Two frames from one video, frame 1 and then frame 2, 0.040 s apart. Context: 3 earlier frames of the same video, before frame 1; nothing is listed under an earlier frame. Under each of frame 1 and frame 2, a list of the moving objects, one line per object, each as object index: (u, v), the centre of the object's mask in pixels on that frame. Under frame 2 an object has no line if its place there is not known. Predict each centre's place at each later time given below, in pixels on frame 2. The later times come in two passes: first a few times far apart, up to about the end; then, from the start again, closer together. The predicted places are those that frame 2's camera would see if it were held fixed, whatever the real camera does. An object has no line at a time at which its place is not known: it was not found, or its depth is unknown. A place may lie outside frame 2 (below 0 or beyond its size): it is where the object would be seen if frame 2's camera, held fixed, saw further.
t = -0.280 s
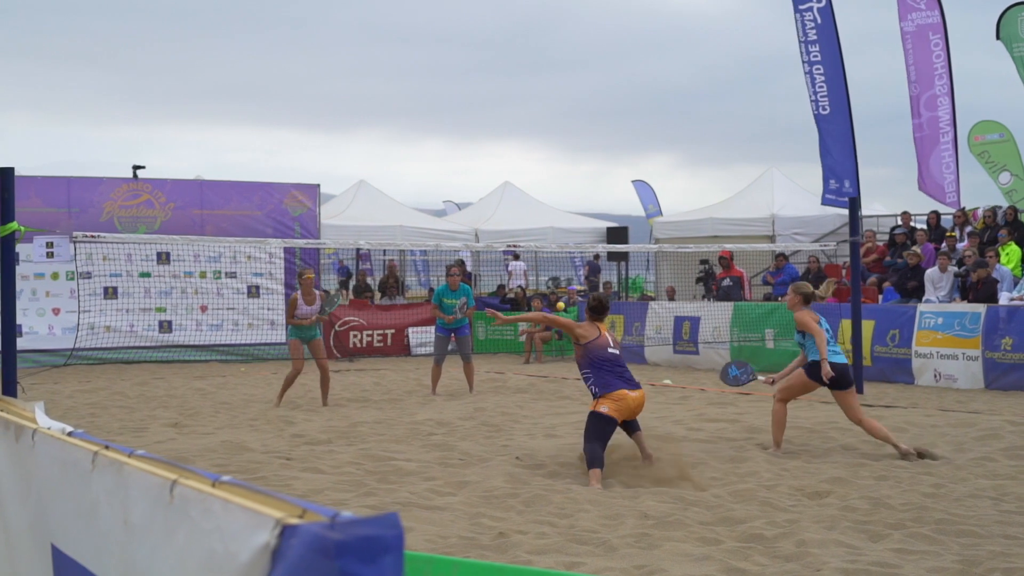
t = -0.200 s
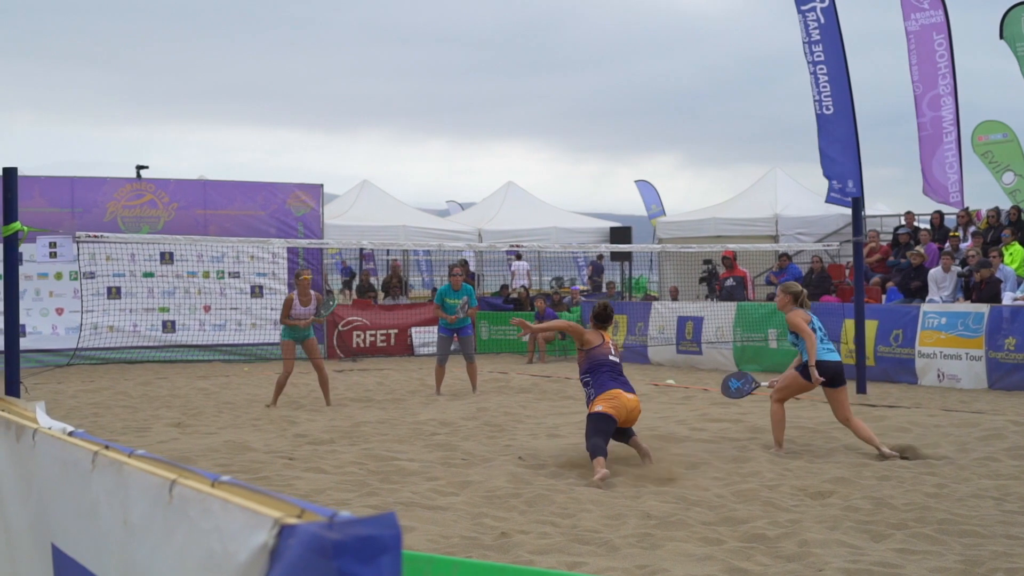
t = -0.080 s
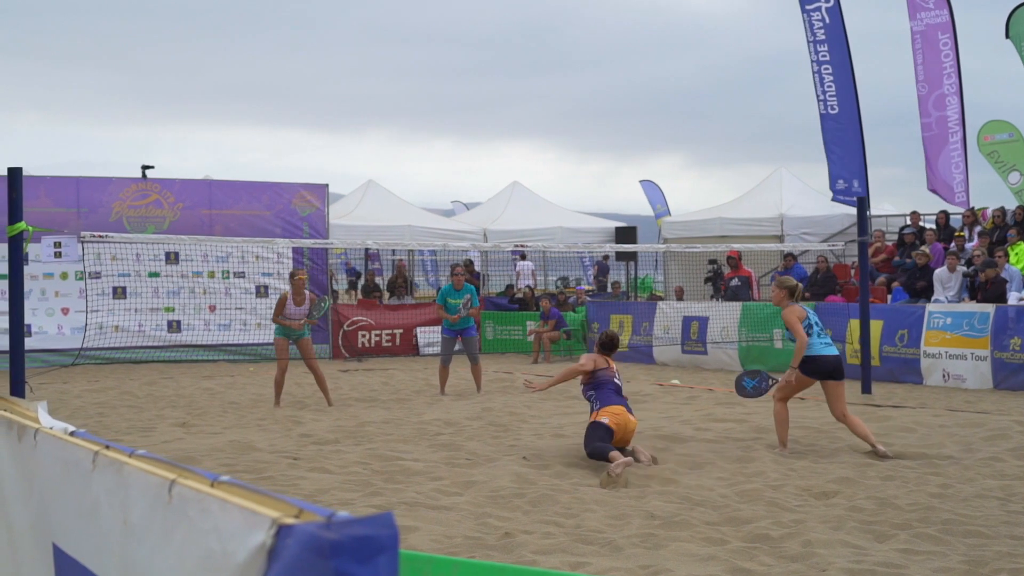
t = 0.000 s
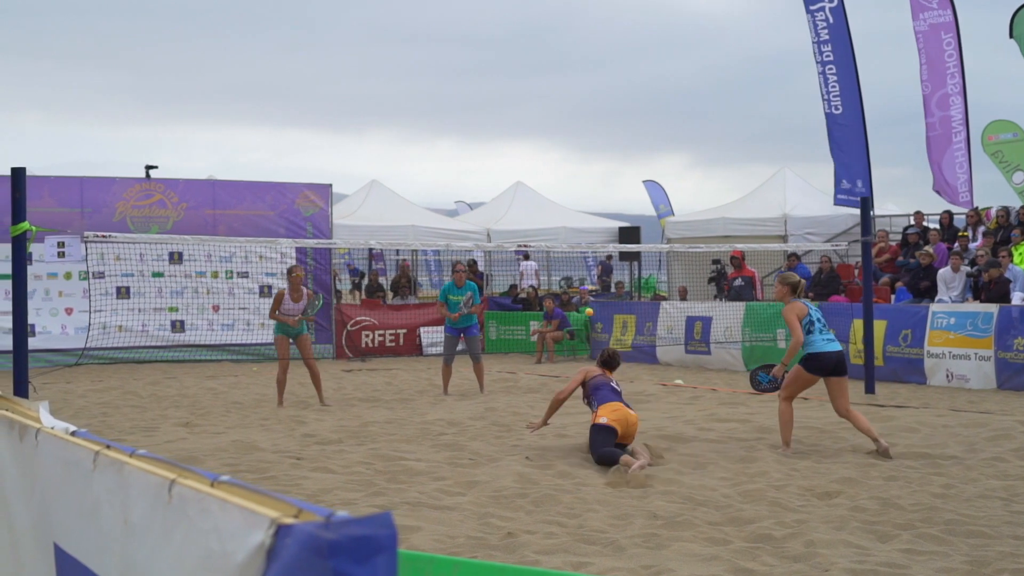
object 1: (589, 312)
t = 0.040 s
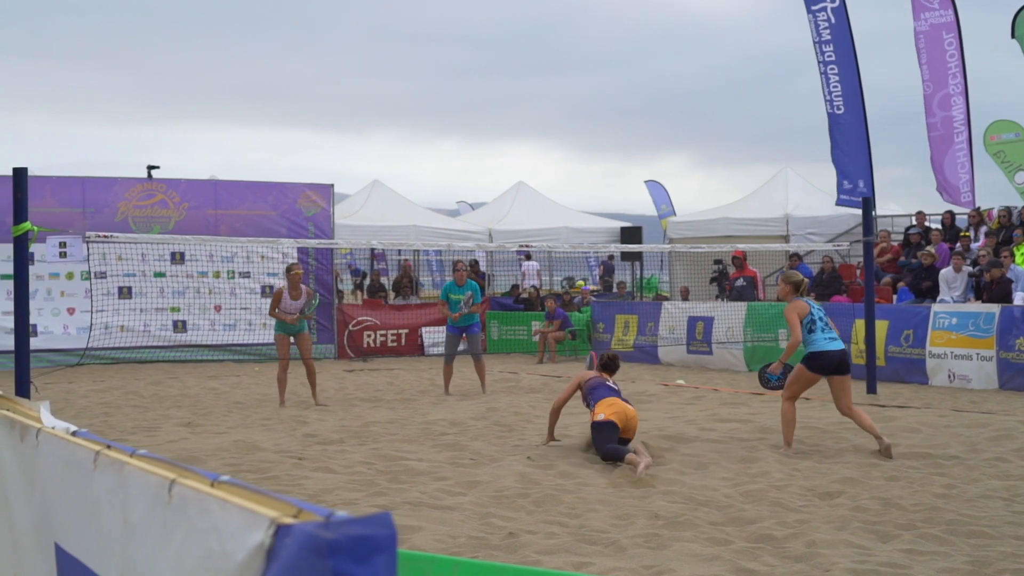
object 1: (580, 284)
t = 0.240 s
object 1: (535, 182)
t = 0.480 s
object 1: (490, 128)
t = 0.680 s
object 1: (456, 130)
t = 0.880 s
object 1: (424, 166)
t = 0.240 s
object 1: (535, 182)
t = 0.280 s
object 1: (527, 167)
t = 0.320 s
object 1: (519, 156)
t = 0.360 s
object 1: (511, 146)
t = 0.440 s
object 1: (497, 132)
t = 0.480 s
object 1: (490, 128)
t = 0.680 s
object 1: (456, 130)
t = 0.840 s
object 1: (430, 156)
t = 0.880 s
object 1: (424, 166)
